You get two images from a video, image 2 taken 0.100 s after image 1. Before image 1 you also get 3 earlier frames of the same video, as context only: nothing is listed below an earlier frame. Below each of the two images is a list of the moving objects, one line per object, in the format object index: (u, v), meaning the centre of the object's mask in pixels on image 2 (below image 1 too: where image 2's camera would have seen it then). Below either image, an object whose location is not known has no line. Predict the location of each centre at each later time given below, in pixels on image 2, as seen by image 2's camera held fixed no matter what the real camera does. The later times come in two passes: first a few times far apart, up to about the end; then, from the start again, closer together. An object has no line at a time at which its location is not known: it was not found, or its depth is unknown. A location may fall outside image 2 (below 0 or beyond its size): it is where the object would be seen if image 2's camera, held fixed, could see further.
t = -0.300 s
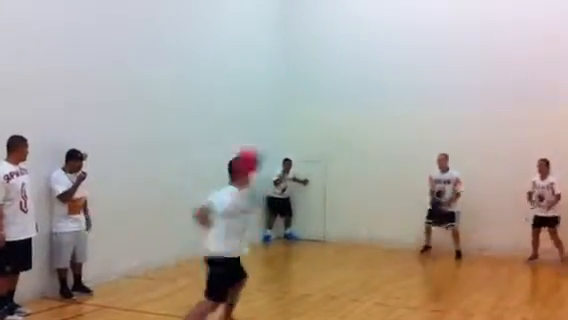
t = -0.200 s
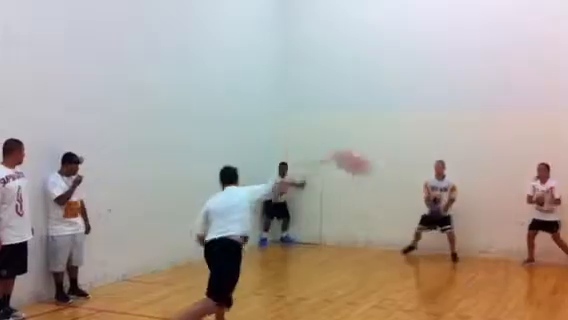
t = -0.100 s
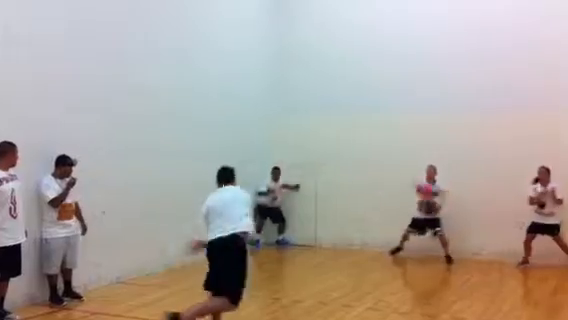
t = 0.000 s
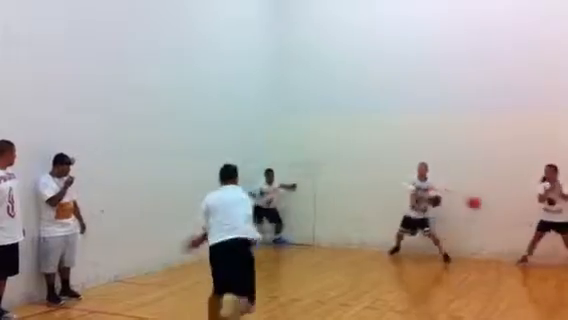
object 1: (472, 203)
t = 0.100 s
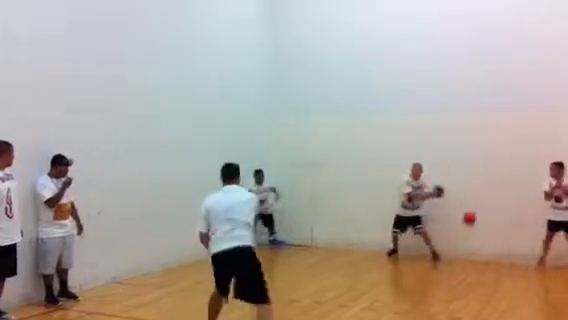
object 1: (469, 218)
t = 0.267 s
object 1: (453, 269)
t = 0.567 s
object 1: (408, 265)
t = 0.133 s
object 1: (467, 225)
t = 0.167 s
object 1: (465, 233)
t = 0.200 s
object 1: (461, 243)
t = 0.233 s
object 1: (459, 254)
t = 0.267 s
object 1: (453, 269)
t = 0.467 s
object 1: (426, 266)
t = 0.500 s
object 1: (419, 264)
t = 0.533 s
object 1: (415, 264)
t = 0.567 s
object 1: (408, 265)
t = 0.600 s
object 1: (401, 266)
